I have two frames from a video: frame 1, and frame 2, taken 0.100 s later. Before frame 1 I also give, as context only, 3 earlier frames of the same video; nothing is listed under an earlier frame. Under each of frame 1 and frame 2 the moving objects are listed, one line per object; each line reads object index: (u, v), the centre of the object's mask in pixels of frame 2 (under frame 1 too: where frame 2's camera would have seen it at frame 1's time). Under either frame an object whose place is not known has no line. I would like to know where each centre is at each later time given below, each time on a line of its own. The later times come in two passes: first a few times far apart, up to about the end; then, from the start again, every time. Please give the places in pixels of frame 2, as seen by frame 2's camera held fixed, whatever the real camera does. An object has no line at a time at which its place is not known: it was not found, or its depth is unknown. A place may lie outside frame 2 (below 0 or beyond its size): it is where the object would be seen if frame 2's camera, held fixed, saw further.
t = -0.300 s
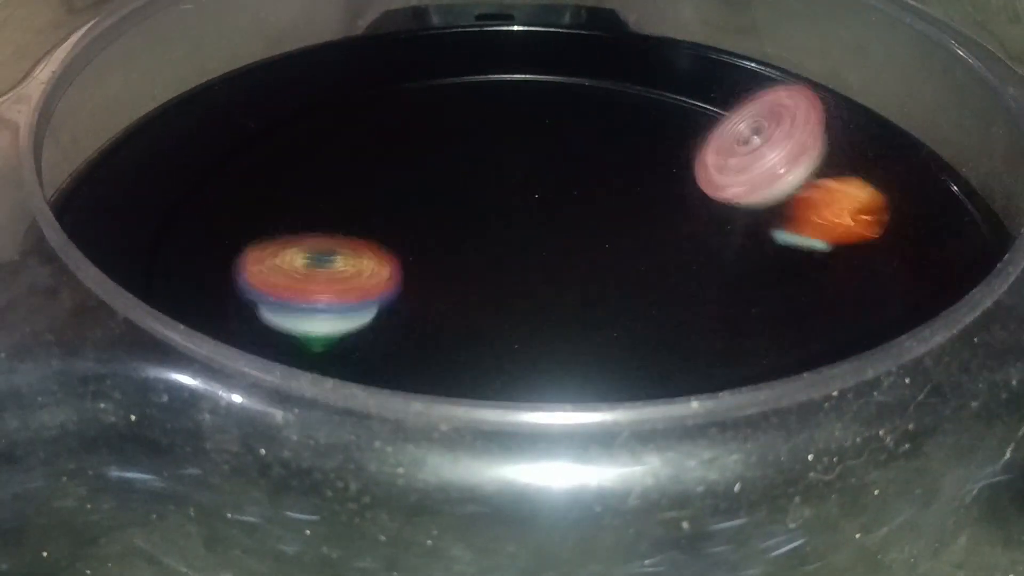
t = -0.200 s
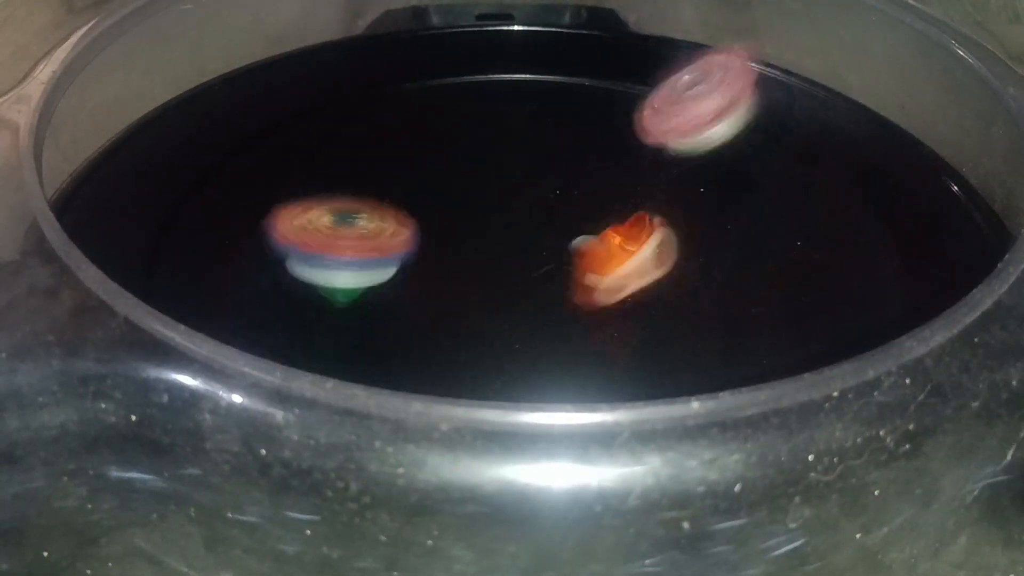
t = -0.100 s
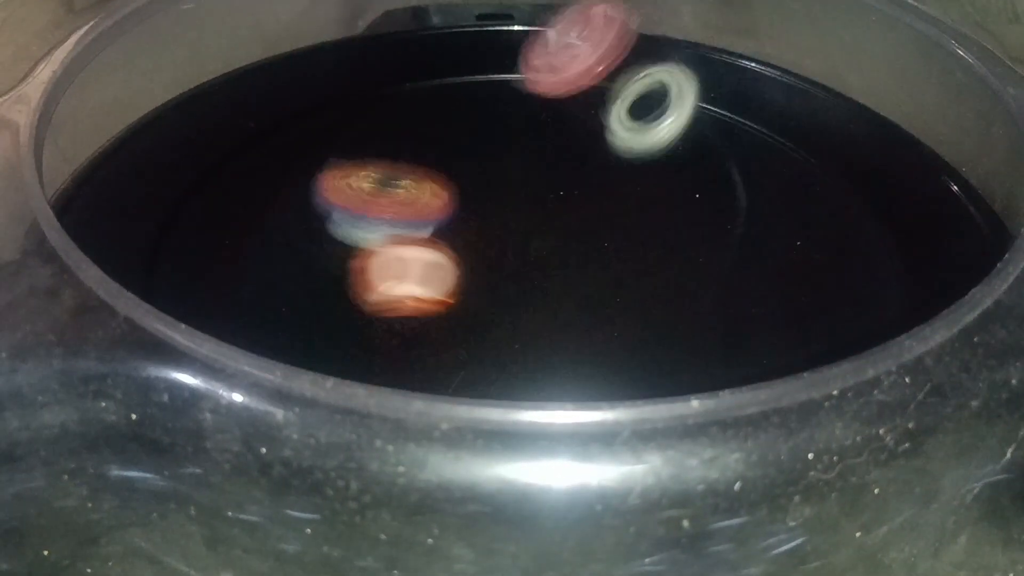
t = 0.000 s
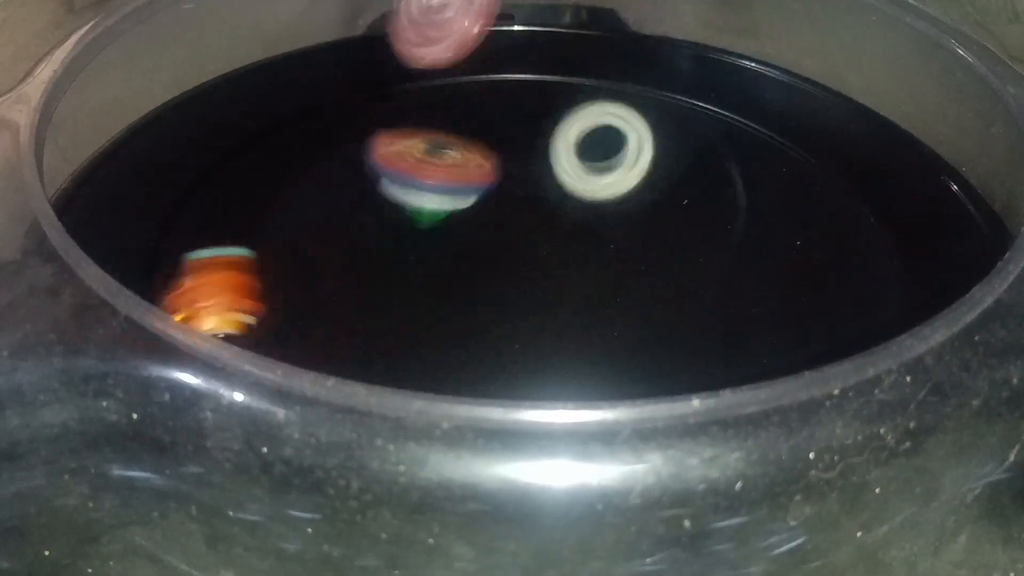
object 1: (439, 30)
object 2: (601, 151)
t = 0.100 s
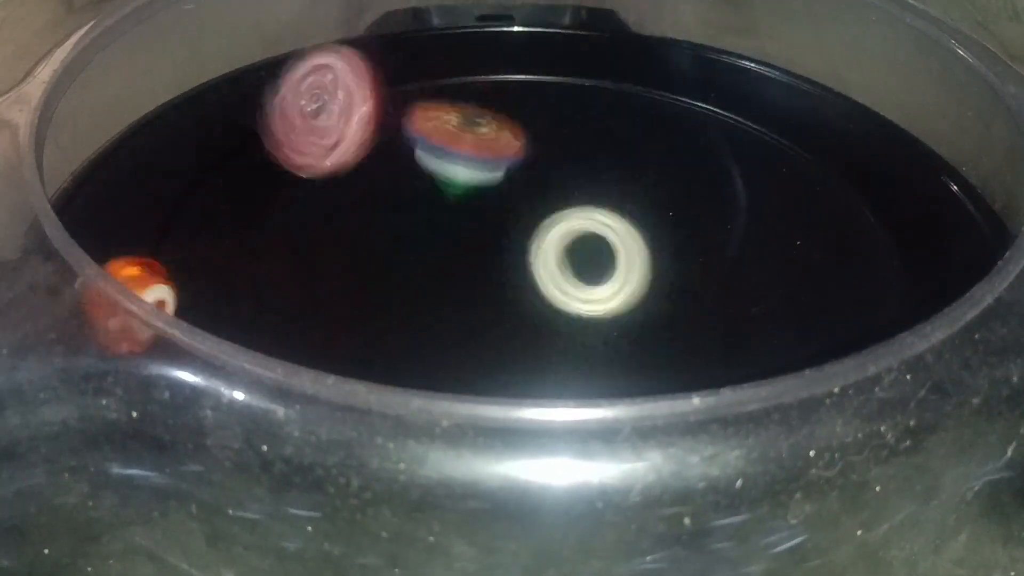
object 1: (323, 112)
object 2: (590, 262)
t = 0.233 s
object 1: (317, 86)
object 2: (684, 323)
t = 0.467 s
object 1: (718, 466)
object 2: (650, 314)
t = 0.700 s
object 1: (774, 237)
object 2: (654, 234)
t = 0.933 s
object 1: (753, 178)
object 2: (549, 211)
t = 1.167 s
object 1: (512, 136)
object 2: (457, 248)
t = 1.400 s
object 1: (556, 141)
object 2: (522, 327)
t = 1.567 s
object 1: (761, 270)
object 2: (536, 327)
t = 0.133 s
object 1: (301, 140)
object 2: (615, 279)
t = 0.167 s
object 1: (287, 170)
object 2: (638, 323)
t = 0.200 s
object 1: (298, 126)
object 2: (660, 343)
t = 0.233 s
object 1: (317, 86)
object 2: (684, 323)
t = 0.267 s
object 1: (340, 77)
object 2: (705, 320)
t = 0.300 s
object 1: (389, 106)
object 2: (713, 331)
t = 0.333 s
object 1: (441, 186)
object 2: (724, 426)
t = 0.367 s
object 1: (496, 291)
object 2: (715, 385)
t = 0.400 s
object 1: (561, 475)
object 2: (700, 355)
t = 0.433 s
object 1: (636, 470)
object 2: (682, 331)
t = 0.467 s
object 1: (718, 466)
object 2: (650, 314)
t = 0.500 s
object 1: (752, 480)
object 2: (634, 300)
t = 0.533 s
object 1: (752, 413)
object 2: (612, 247)
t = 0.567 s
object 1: (756, 321)
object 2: (635, 248)
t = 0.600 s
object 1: (758, 313)
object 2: (652, 256)
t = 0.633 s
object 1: (751, 290)
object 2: (651, 251)
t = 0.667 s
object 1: (745, 243)
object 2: (657, 245)
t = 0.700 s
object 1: (774, 237)
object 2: (654, 234)
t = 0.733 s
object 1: (792, 211)
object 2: (646, 219)
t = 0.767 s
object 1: (803, 147)
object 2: (628, 203)
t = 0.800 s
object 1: (805, 101)
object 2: (608, 218)
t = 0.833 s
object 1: (800, 77)
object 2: (594, 210)
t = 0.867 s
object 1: (786, 96)
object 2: (581, 205)
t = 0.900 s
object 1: (767, 138)
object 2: (569, 212)
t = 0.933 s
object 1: (753, 178)
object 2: (549, 211)
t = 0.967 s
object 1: (712, 144)
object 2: (532, 215)
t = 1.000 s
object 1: (686, 140)
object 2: (514, 216)
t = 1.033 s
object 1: (651, 136)
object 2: (502, 218)
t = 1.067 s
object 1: (601, 144)
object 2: (490, 223)
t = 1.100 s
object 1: (575, 141)
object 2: (474, 229)
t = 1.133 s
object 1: (534, 148)
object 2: (464, 228)
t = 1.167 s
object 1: (512, 136)
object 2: (457, 248)
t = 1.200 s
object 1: (514, 106)
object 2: (465, 265)
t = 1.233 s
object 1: (517, 97)
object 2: (474, 286)
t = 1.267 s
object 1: (522, 105)
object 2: (478, 296)
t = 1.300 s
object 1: (523, 139)
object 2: (488, 311)
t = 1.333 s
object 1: (526, 132)
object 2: (498, 323)
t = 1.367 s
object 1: (529, 147)
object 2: (508, 320)
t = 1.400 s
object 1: (556, 141)
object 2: (522, 327)
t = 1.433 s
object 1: (583, 130)
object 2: (527, 339)
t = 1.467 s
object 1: (607, 138)
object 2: (530, 332)
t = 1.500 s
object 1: (631, 174)
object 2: (534, 334)
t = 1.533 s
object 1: (692, 237)
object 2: (535, 327)
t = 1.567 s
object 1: (761, 270)
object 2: (536, 327)
